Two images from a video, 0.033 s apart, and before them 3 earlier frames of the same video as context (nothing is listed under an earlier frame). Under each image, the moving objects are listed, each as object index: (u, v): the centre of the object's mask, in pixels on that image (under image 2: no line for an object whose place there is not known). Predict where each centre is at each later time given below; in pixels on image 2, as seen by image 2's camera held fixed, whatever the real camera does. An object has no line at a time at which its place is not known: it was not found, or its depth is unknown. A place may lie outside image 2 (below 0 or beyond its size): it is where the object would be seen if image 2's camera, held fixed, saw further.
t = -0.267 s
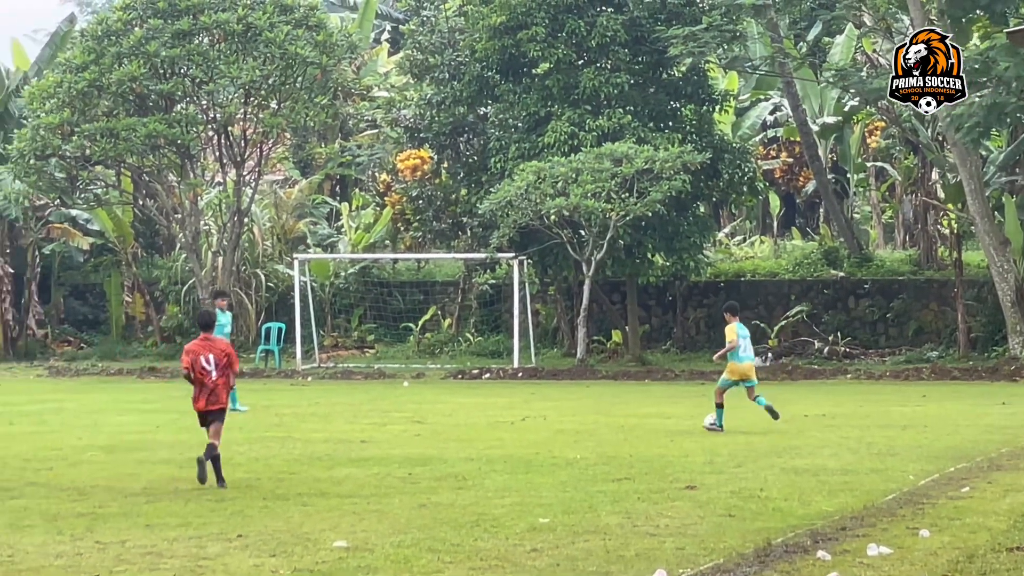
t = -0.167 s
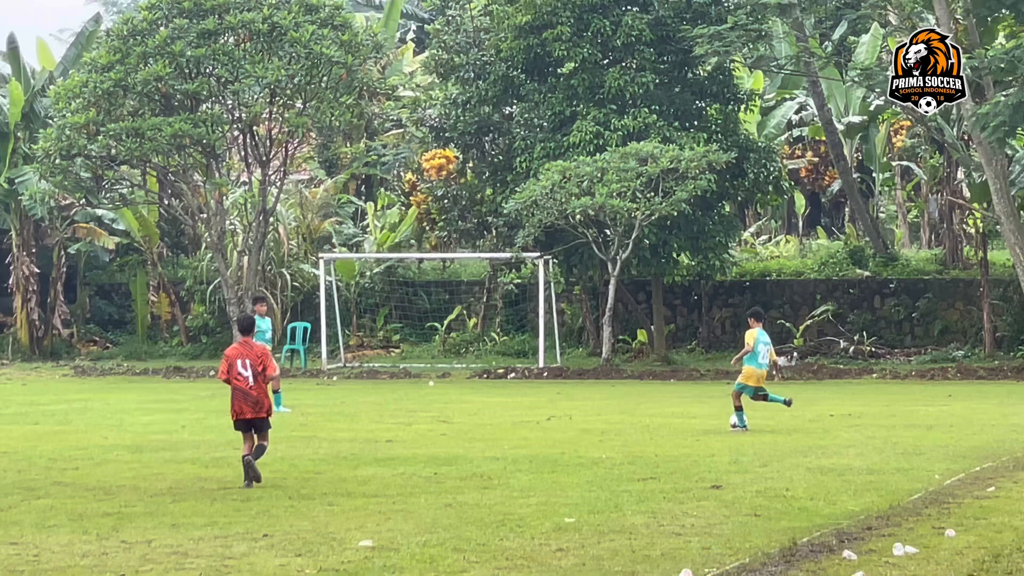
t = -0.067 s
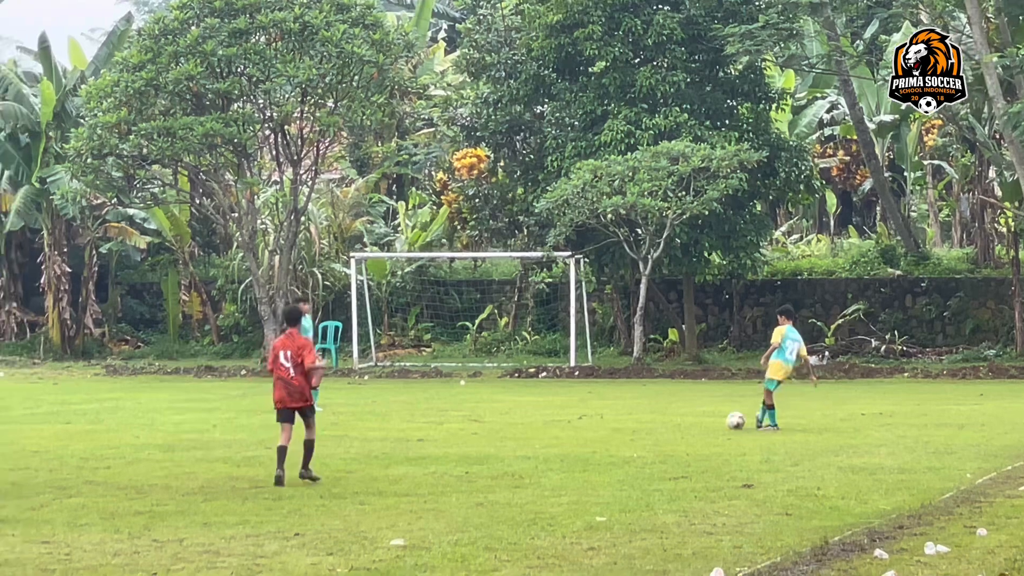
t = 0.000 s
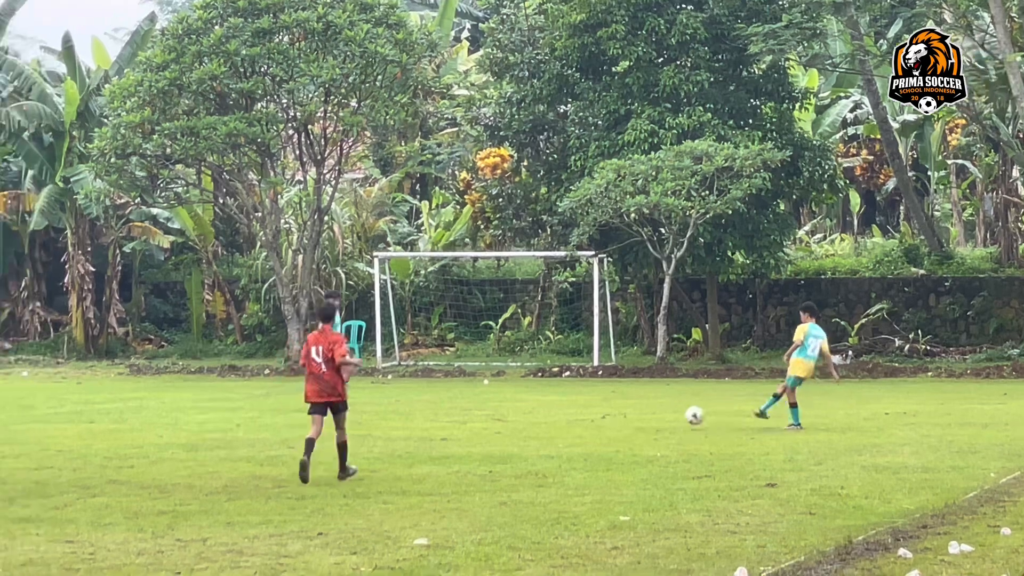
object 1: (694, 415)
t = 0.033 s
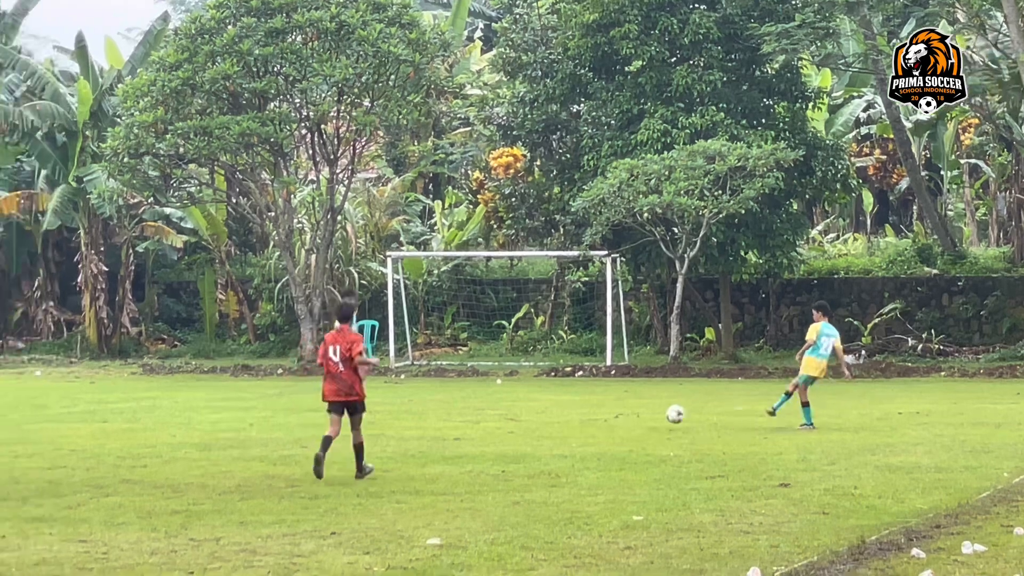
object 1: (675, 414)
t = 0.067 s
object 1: (647, 414)
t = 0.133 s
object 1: (590, 417)
